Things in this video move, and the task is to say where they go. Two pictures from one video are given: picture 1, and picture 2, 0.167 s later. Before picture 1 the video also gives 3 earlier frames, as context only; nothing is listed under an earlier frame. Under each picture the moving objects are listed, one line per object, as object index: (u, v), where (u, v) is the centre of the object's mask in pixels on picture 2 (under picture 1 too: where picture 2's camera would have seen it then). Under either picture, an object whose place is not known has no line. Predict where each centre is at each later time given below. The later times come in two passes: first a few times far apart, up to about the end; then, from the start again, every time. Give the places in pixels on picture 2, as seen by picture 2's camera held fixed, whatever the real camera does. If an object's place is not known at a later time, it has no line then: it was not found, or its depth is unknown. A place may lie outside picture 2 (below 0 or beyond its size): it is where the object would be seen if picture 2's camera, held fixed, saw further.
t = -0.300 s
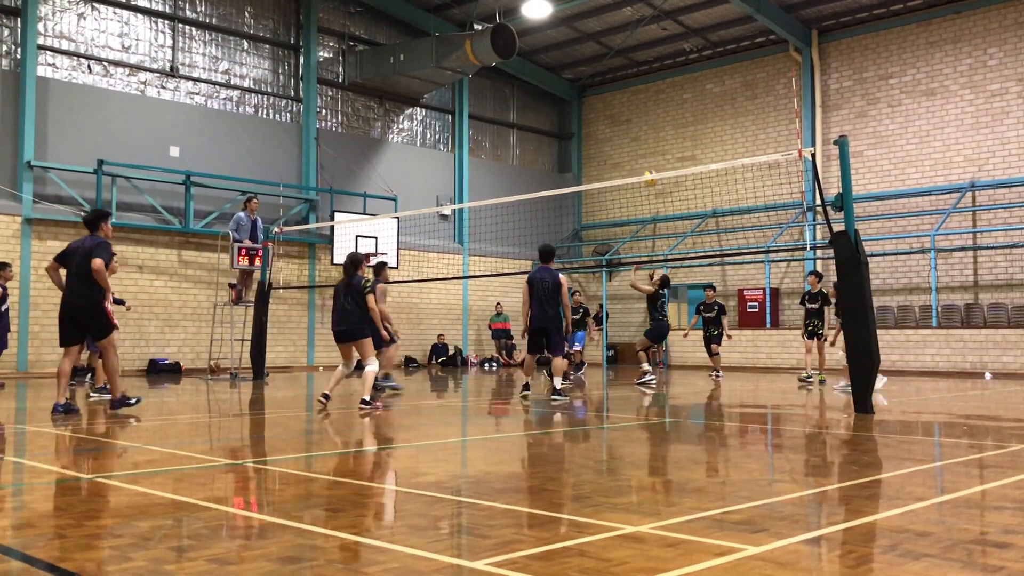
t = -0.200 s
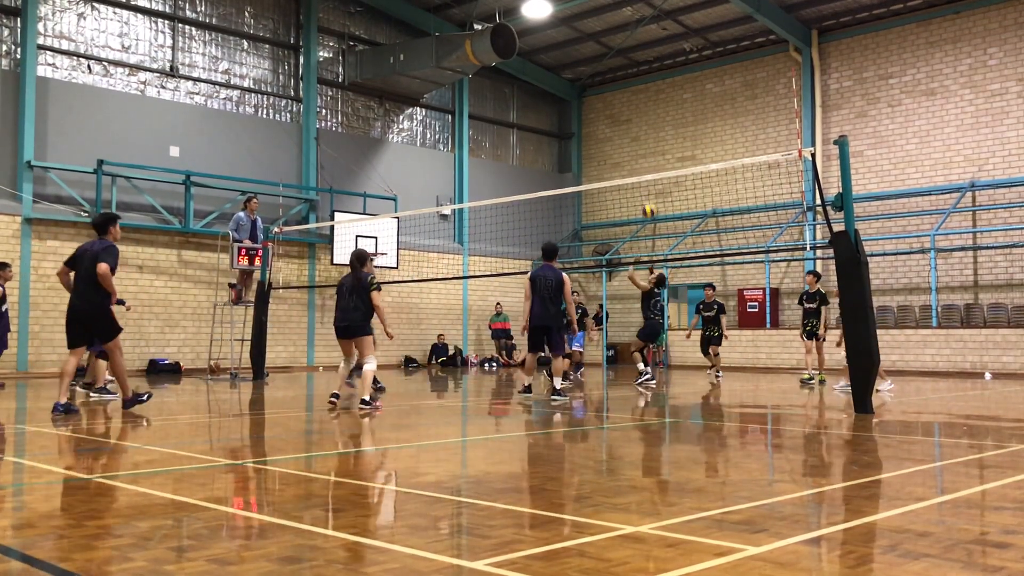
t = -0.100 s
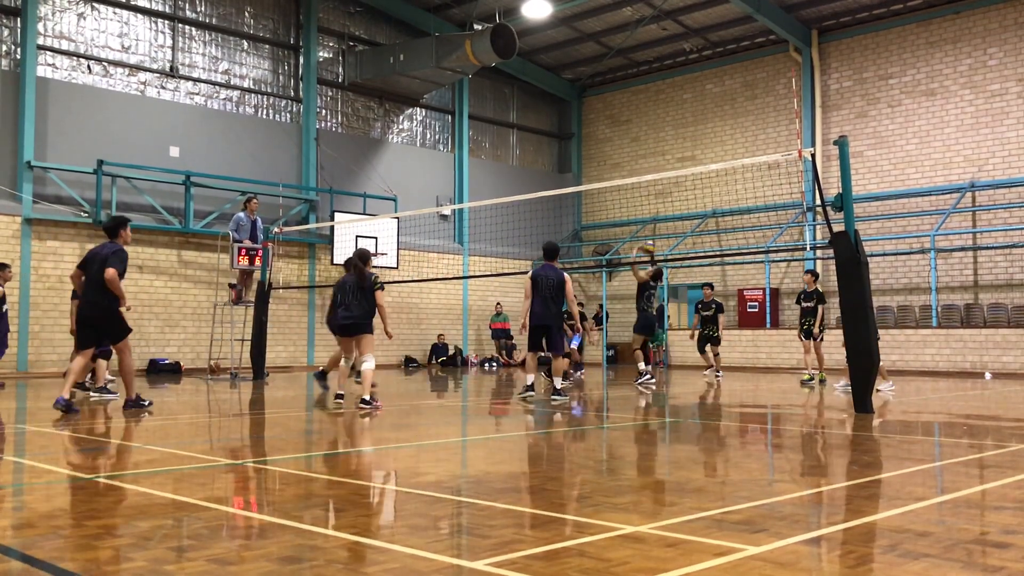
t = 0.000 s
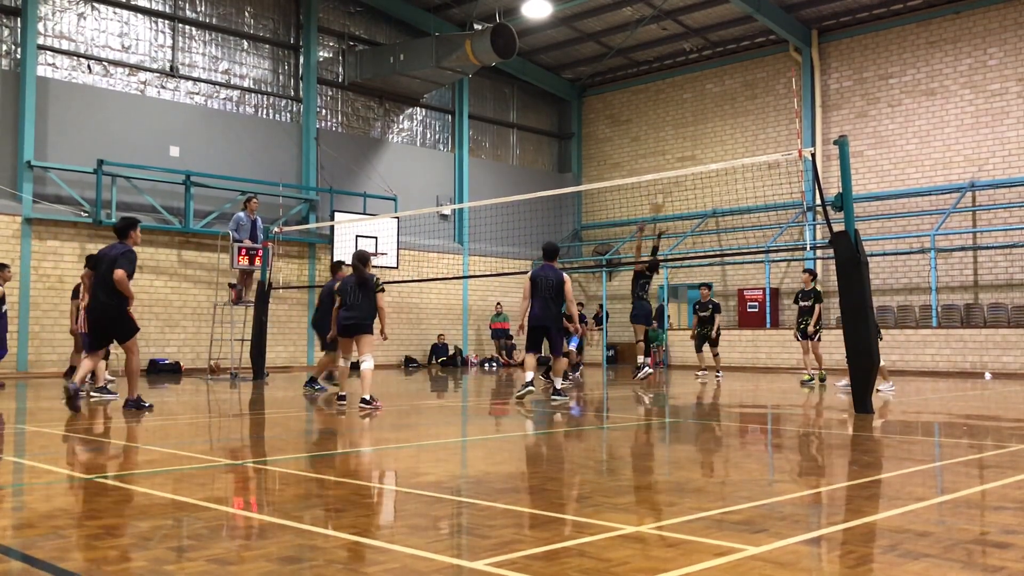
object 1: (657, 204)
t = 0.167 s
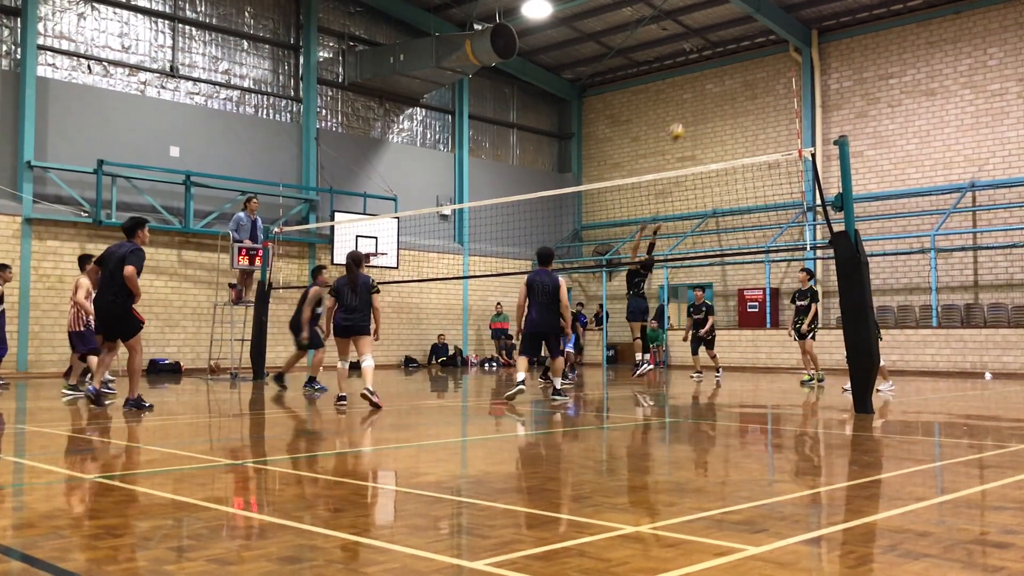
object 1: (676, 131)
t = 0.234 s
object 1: (684, 108)
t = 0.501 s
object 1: (713, 44)
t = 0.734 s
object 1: (740, 27)
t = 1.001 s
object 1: (772, 54)
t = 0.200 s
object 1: (680, 119)
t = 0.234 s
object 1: (684, 108)
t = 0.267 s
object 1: (688, 98)
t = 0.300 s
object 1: (691, 88)
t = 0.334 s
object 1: (695, 79)
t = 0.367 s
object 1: (699, 71)
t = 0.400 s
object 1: (702, 63)
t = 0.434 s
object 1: (706, 56)
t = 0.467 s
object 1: (710, 50)
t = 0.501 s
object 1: (713, 44)
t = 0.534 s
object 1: (717, 40)
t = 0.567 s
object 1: (721, 36)
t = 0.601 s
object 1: (725, 33)
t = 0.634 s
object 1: (729, 30)
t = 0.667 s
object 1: (732, 28)
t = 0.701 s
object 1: (736, 27)
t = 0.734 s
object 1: (740, 27)
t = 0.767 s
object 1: (743, 27)
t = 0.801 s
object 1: (747, 28)
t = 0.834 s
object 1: (751, 31)
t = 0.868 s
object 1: (755, 34)
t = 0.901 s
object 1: (760, 38)
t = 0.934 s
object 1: (764, 42)
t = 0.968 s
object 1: (768, 48)
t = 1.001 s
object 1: (772, 54)
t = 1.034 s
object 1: (777, 61)
